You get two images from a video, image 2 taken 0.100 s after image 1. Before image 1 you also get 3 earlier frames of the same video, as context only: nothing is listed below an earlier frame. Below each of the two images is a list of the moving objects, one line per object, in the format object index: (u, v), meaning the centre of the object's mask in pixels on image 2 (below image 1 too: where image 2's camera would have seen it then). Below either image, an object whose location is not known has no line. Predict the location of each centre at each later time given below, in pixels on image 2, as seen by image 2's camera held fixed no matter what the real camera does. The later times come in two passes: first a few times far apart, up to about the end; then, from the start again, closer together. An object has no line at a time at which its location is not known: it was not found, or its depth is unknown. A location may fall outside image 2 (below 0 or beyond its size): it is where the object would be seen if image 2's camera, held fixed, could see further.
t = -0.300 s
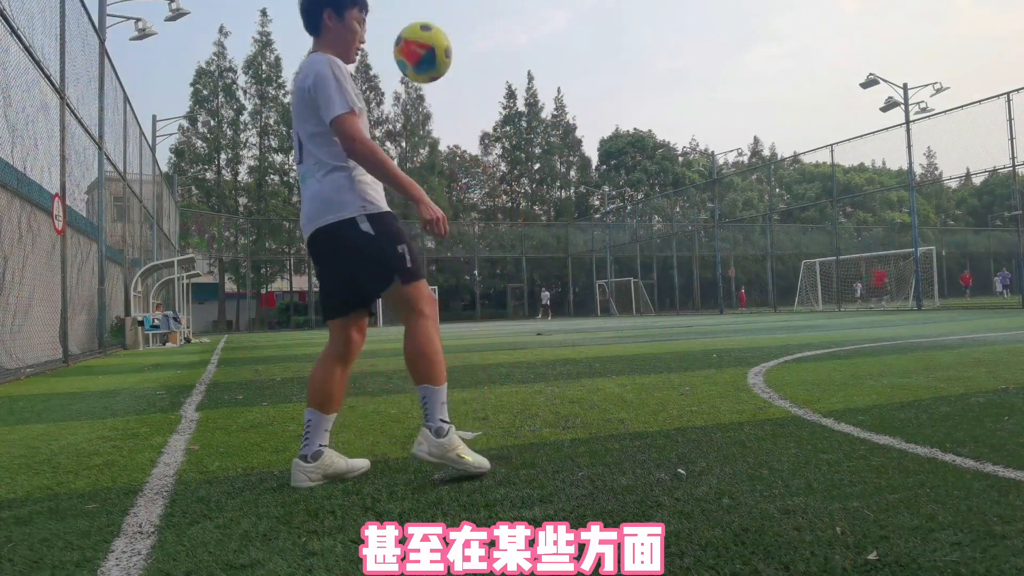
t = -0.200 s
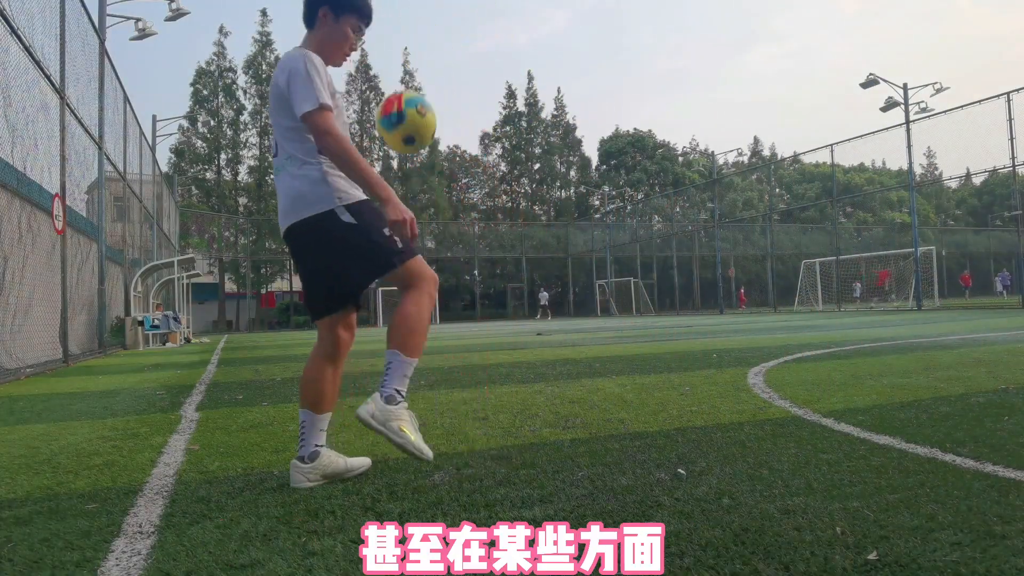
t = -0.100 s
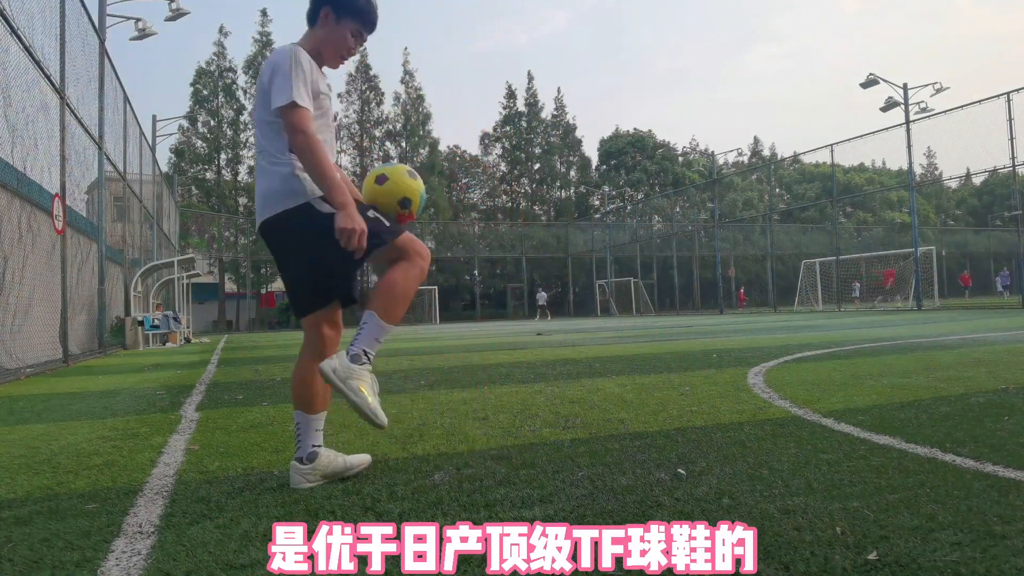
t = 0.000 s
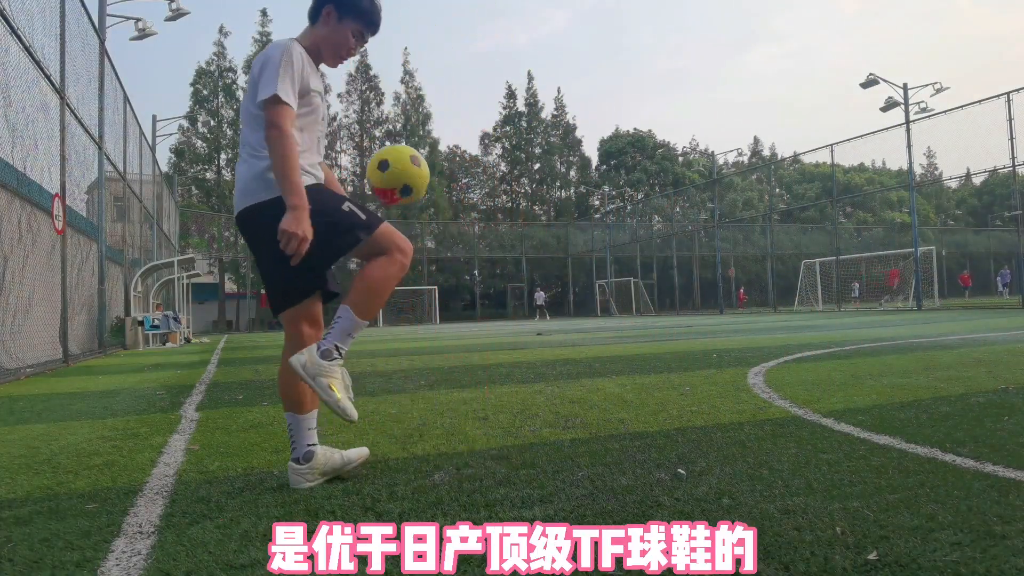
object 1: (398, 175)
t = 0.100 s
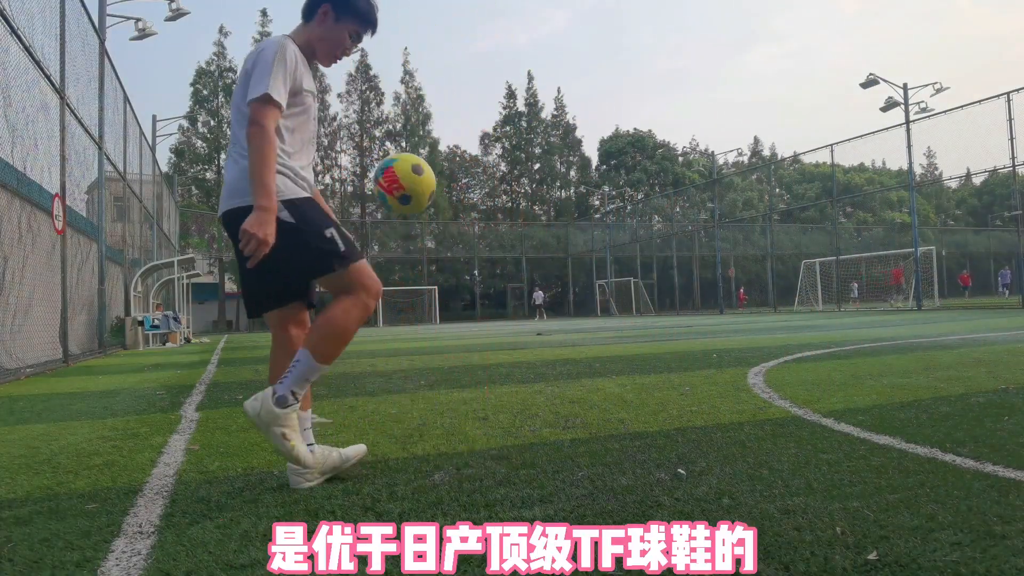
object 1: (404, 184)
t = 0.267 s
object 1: (417, 259)
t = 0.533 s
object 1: (446, 406)
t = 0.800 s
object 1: (499, 363)
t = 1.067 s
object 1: (545, 405)
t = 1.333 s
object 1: (574, 416)
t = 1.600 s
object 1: (602, 416)
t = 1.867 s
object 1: (620, 412)
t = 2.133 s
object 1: (628, 409)
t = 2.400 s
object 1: (632, 408)
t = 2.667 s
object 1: (633, 409)
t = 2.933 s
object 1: (630, 409)
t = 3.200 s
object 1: (628, 409)
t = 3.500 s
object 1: (628, 410)
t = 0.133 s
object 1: (407, 192)
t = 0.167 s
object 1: (409, 205)
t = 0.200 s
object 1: (412, 220)
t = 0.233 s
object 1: (414, 238)
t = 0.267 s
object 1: (417, 259)
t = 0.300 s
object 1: (420, 284)
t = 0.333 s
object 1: (422, 311)
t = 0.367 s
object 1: (425, 341)
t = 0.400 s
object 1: (428, 374)
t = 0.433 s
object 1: (430, 410)
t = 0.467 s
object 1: (433, 447)
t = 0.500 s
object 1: (439, 425)
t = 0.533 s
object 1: (446, 406)
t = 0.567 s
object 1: (452, 390)
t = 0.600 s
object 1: (459, 377)
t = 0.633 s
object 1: (465, 367)
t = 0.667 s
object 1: (472, 360)
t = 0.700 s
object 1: (479, 357)
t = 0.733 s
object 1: (485, 356)
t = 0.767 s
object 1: (492, 358)
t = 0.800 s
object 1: (499, 363)
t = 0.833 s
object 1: (506, 370)
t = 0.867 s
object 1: (512, 380)
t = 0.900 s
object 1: (520, 393)
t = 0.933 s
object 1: (526, 409)
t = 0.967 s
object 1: (534, 428)
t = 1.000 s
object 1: (537, 422)
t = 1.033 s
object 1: (541, 411)
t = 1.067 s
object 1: (545, 405)
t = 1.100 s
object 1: (548, 401)
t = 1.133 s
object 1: (552, 400)
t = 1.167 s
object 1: (555, 402)
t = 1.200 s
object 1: (560, 405)
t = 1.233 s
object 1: (563, 412)
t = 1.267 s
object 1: (568, 421)
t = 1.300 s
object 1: (571, 420)
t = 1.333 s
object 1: (574, 416)
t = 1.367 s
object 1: (578, 415)
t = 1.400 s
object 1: (581, 416)
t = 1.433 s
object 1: (585, 419)
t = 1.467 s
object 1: (588, 419)
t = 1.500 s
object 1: (592, 418)
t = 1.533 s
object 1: (595, 418)
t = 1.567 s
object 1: (599, 417)
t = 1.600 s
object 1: (602, 416)
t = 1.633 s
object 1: (604, 416)
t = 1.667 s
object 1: (608, 415)
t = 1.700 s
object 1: (611, 414)
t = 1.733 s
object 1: (613, 414)
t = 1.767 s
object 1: (615, 414)
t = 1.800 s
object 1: (616, 414)
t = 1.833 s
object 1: (619, 413)
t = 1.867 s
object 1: (620, 412)
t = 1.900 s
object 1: (622, 411)
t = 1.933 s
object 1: (623, 411)
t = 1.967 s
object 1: (623, 411)
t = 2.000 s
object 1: (625, 410)
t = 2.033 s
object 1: (625, 410)
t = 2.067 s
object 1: (626, 410)
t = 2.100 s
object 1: (627, 409)
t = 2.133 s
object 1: (628, 409)
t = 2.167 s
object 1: (628, 409)
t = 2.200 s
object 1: (629, 408)
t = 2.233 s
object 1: (630, 408)
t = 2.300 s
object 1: (631, 408)
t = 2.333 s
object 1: (632, 408)
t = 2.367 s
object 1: (632, 408)
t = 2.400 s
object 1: (632, 408)
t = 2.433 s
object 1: (633, 408)
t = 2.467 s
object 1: (633, 408)
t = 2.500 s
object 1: (633, 408)
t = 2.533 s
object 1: (633, 408)
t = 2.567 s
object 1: (633, 408)
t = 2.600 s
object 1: (633, 408)
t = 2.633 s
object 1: (633, 409)
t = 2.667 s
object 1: (633, 409)
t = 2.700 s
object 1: (633, 409)
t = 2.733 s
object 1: (632, 409)
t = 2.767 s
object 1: (632, 409)
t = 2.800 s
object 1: (632, 409)
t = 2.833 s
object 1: (631, 409)
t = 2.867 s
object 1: (631, 409)
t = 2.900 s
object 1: (631, 409)
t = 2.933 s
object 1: (630, 409)
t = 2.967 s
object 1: (630, 409)
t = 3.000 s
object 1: (630, 409)
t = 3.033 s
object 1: (629, 410)
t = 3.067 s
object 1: (629, 409)
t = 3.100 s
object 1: (629, 410)
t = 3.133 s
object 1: (628, 409)
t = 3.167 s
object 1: (628, 410)
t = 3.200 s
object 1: (628, 409)
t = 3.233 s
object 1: (628, 409)
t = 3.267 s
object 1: (628, 410)
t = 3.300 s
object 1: (628, 410)
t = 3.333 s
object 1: (628, 410)
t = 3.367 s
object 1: (628, 409)
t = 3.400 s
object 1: (628, 410)
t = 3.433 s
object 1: (628, 409)
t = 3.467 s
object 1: (628, 410)
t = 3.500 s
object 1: (628, 410)
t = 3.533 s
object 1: (628, 410)
